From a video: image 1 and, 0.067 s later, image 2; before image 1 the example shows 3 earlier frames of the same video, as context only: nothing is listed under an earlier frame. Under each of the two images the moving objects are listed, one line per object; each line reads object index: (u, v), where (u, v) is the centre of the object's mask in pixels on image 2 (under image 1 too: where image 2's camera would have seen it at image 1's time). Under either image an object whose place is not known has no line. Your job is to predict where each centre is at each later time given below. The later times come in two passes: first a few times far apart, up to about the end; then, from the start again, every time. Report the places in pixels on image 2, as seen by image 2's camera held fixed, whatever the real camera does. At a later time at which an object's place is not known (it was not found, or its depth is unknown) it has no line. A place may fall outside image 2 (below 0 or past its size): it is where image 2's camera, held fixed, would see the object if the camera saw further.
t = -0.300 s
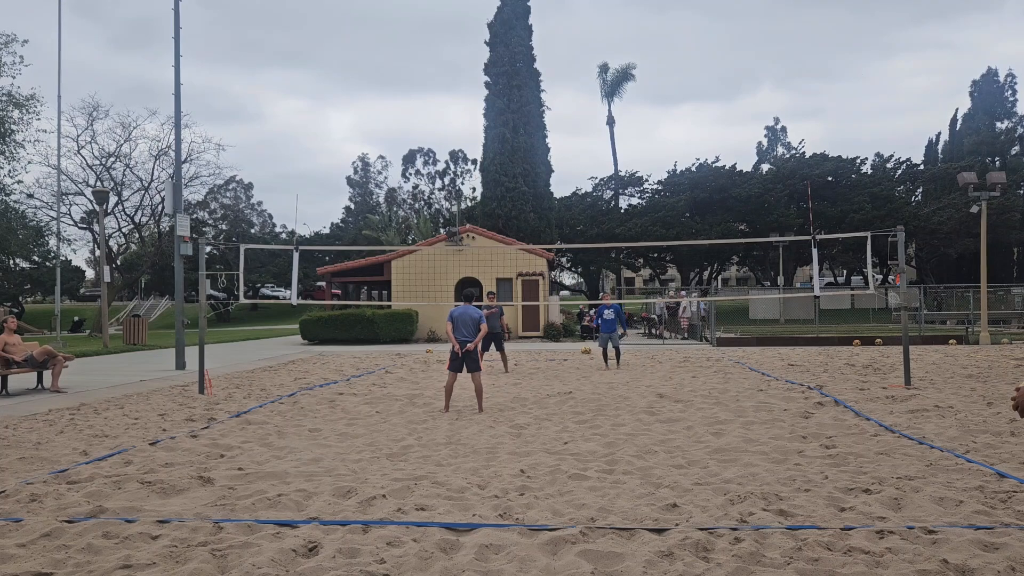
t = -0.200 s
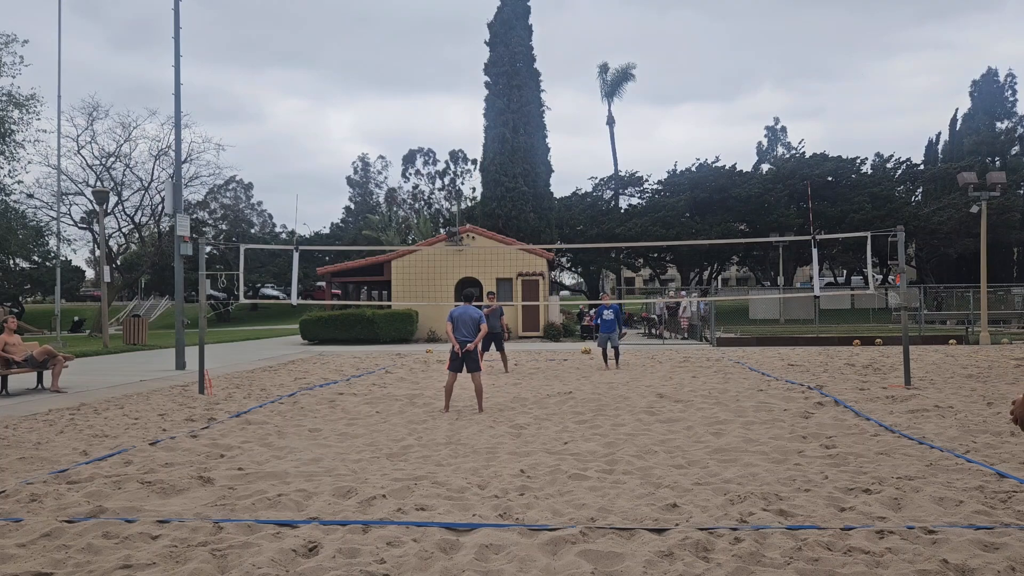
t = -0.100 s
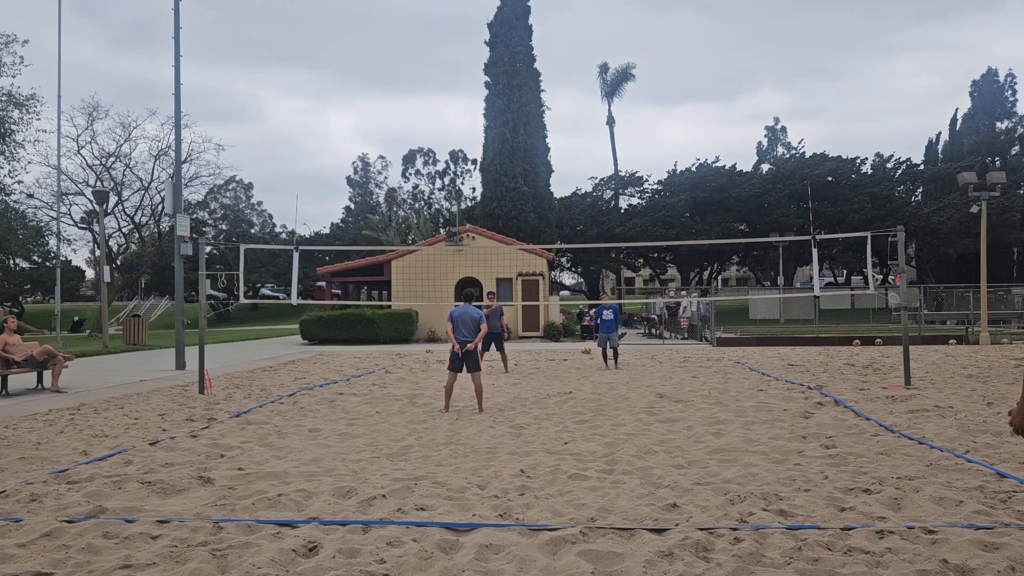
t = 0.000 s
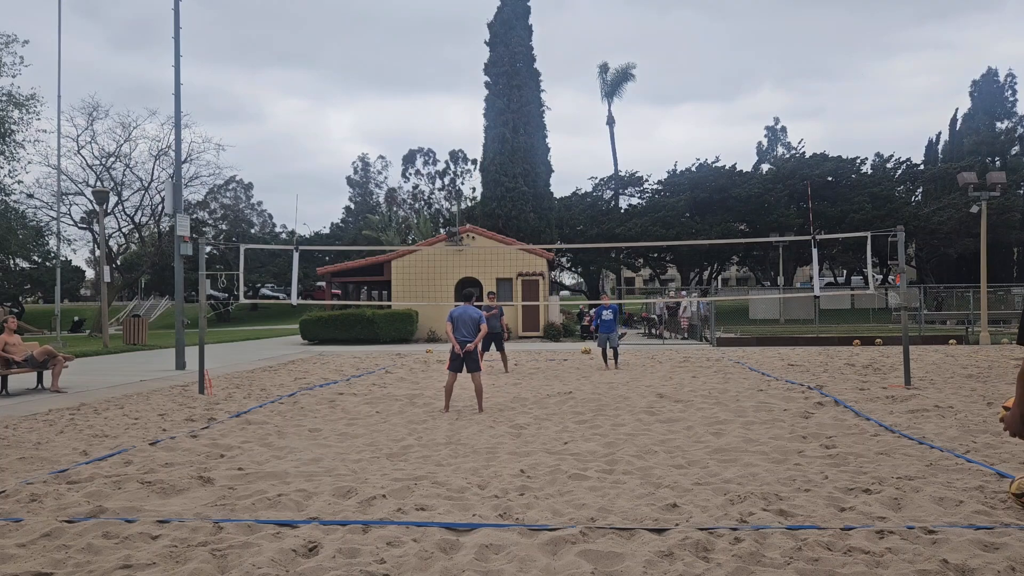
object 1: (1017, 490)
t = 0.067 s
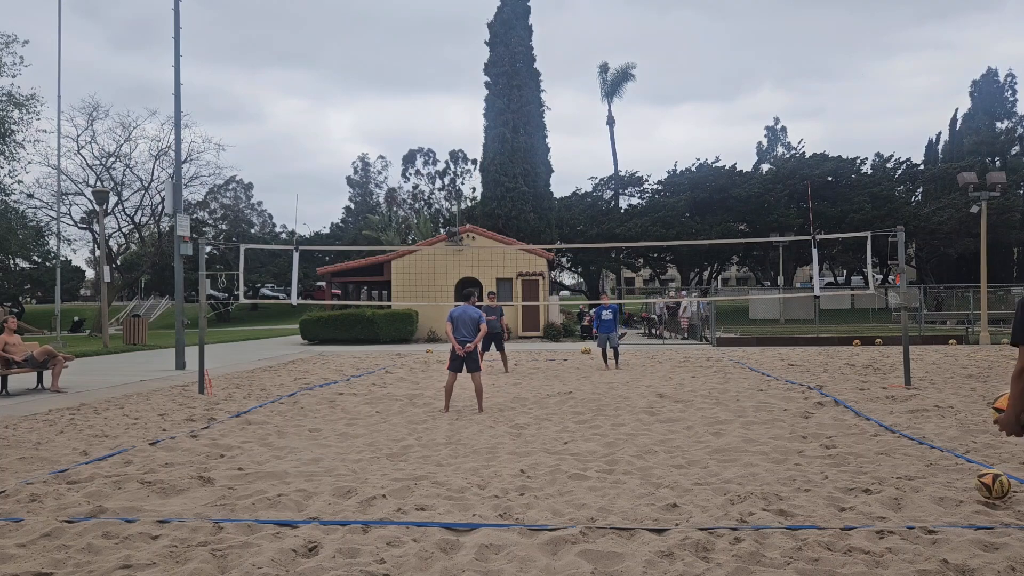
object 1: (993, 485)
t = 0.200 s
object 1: (933, 477)
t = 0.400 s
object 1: (861, 469)
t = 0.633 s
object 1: (802, 462)
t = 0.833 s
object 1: (770, 452)
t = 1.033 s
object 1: (740, 455)
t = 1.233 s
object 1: (716, 451)
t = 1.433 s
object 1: (701, 446)
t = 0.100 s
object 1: (977, 484)
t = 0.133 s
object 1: (962, 483)
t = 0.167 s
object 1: (947, 480)
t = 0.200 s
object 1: (933, 477)
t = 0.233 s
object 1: (920, 474)
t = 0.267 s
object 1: (907, 474)
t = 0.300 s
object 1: (894, 475)
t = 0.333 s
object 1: (882, 473)
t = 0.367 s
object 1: (871, 471)
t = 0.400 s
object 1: (861, 469)
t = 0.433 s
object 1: (850, 469)
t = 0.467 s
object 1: (841, 467)
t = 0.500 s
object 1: (832, 465)
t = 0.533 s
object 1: (825, 463)
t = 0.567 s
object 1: (817, 461)
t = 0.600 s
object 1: (809, 461)
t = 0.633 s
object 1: (802, 462)
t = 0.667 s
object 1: (796, 461)
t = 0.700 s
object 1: (790, 459)
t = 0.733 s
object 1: (785, 456)
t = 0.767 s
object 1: (779, 453)
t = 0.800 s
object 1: (774, 452)
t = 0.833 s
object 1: (770, 452)
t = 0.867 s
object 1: (764, 454)
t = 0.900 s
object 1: (759, 456)
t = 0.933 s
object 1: (755, 455)
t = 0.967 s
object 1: (750, 456)
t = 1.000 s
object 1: (745, 456)
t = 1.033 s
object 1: (740, 455)
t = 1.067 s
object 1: (736, 453)
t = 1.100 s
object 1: (731, 451)
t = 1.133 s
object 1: (727, 451)
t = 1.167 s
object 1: (723, 452)
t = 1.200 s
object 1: (719, 453)
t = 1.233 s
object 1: (716, 451)
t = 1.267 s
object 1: (714, 450)
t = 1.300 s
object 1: (711, 448)
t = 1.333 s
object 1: (708, 447)
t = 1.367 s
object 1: (706, 447)
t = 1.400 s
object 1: (703, 447)
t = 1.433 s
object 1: (701, 446)
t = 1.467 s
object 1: (699, 446)
